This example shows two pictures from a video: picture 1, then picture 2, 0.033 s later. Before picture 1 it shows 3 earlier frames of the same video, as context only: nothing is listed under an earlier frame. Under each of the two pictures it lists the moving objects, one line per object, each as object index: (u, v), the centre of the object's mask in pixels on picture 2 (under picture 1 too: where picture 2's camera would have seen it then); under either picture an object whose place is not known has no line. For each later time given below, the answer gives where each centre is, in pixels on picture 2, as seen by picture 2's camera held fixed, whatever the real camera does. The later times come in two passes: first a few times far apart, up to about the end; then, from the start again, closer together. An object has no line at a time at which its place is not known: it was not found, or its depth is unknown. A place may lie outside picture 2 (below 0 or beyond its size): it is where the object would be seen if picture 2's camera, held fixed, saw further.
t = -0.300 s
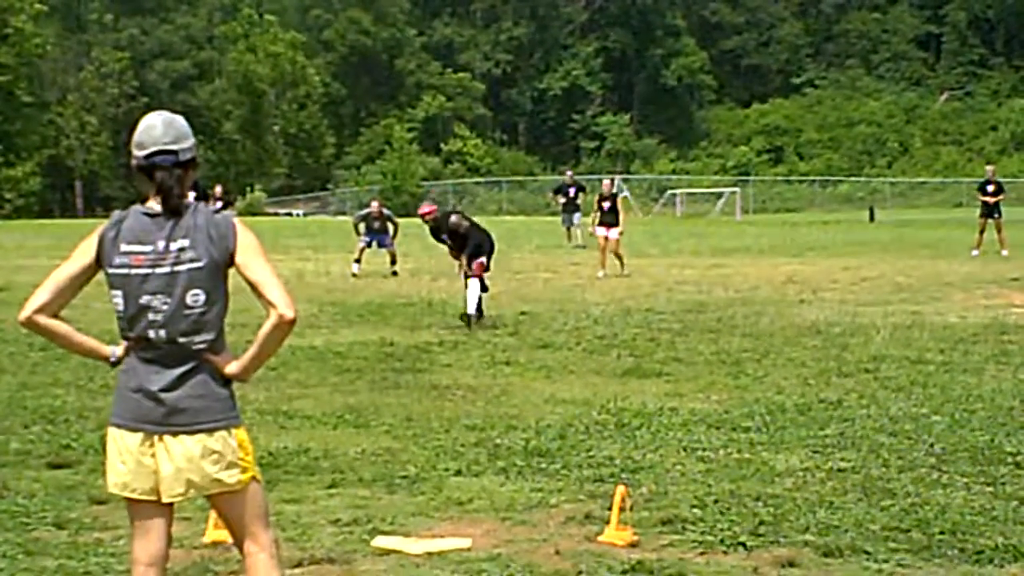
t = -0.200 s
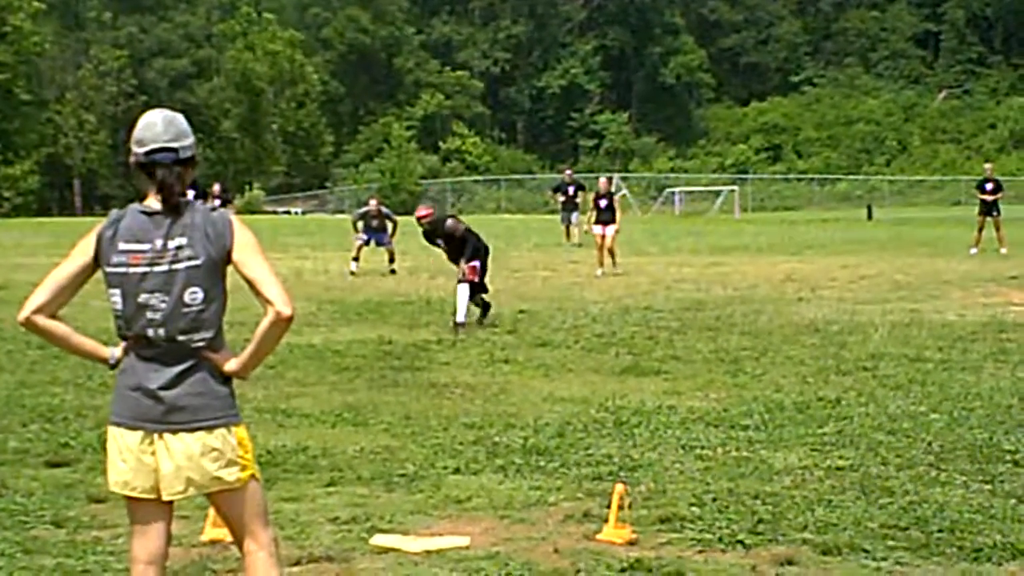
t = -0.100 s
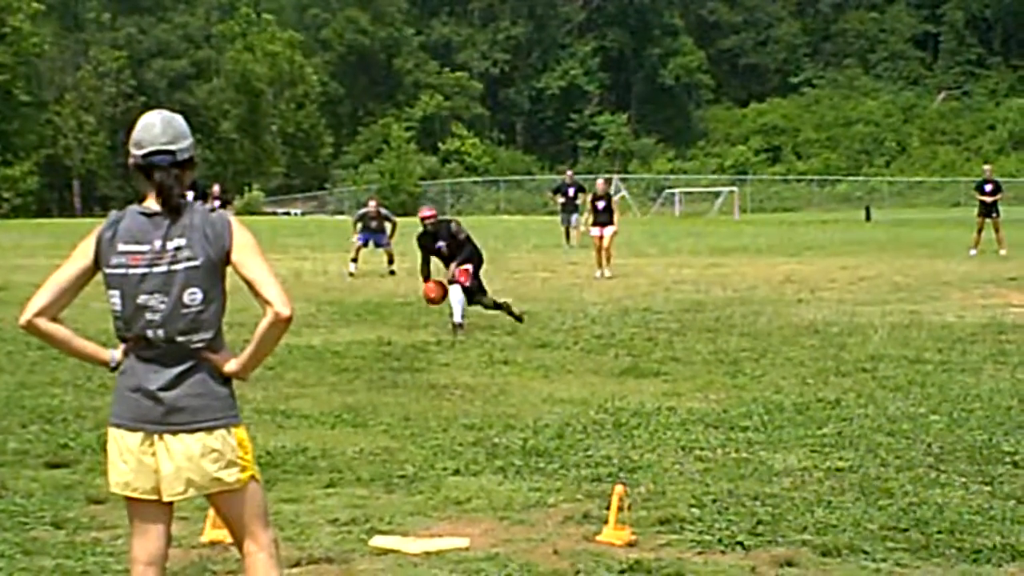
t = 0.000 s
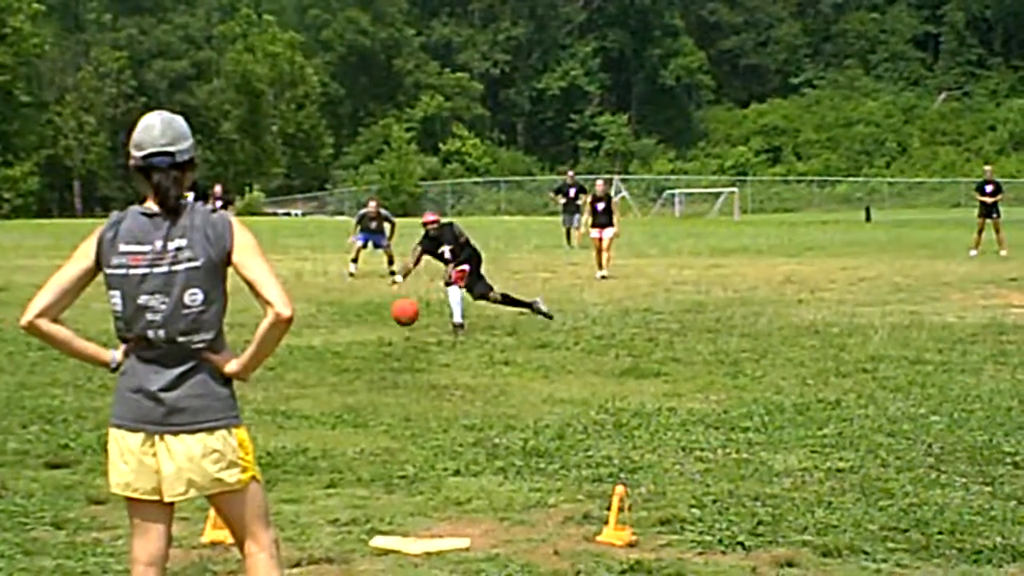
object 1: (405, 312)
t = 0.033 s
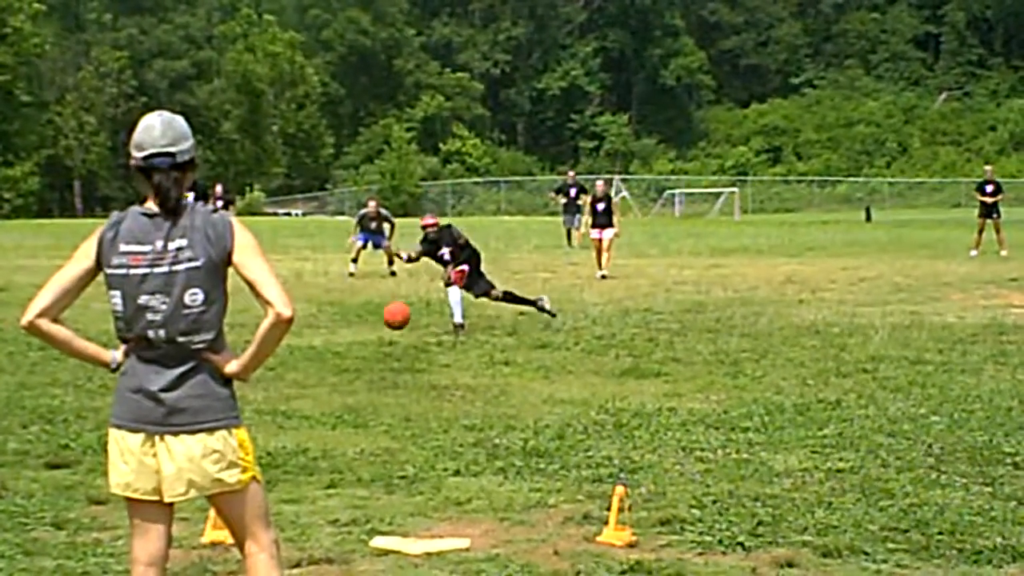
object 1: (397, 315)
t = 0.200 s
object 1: (353, 346)
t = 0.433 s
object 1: (345, 345)
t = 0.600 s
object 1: (344, 371)
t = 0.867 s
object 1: (361, 390)
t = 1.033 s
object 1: (375, 398)
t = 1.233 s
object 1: (396, 422)
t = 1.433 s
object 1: (420, 445)
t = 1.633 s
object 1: (453, 457)
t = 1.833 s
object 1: (495, 505)
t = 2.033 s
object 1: (547, 542)
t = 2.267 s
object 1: (625, 562)
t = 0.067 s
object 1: (388, 320)
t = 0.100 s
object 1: (379, 326)
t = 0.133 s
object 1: (371, 333)
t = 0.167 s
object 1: (361, 340)
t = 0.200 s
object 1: (353, 346)
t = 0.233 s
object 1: (351, 345)
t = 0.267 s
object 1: (349, 343)
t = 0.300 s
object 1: (349, 341)
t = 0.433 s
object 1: (345, 345)
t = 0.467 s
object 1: (344, 350)
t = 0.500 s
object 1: (343, 357)
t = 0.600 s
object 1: (344, 371)
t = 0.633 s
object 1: (346, 369)
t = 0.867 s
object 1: (361, 390)
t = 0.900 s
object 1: (363, 396)
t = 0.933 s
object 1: (366, 396)
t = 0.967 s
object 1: (368, 395)
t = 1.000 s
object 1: (371, 396)
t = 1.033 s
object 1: (375, 398)
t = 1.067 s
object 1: (378, 401)
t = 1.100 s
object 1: (382, 406)
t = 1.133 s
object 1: (385, 413)
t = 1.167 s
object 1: (389, 421)
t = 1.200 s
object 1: (392, 423)
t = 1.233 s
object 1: (396, 422)
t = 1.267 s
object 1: (399, 421)
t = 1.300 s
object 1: (403, 421)
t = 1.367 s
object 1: (411, 429)
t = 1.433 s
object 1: (420, 445)
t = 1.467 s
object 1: (424, 452)
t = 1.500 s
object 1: (430, 455)
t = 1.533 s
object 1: (436, 453)
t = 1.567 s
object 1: (441, 453)
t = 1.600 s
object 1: (447, 453)
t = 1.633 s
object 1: (453, 457)
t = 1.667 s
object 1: (460, 463)
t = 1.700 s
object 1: (466, 473)
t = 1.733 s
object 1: (473, 485)
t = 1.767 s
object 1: (480, 499)
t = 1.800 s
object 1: (488, 507)
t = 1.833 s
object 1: (495, 505)
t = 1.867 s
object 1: (503, 504)
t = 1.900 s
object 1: (511, 507)
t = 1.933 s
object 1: (519, 512)
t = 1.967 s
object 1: (528, 519)
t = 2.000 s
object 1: (537, 530)
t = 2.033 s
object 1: (547, 542)
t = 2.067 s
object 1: (556, 547)
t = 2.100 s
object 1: (566, 546)
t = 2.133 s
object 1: (576, 546)
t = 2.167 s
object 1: (587, 548)
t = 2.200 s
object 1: (599, 551)
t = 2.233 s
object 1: (612, 556)
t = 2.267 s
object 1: (625, 562)
